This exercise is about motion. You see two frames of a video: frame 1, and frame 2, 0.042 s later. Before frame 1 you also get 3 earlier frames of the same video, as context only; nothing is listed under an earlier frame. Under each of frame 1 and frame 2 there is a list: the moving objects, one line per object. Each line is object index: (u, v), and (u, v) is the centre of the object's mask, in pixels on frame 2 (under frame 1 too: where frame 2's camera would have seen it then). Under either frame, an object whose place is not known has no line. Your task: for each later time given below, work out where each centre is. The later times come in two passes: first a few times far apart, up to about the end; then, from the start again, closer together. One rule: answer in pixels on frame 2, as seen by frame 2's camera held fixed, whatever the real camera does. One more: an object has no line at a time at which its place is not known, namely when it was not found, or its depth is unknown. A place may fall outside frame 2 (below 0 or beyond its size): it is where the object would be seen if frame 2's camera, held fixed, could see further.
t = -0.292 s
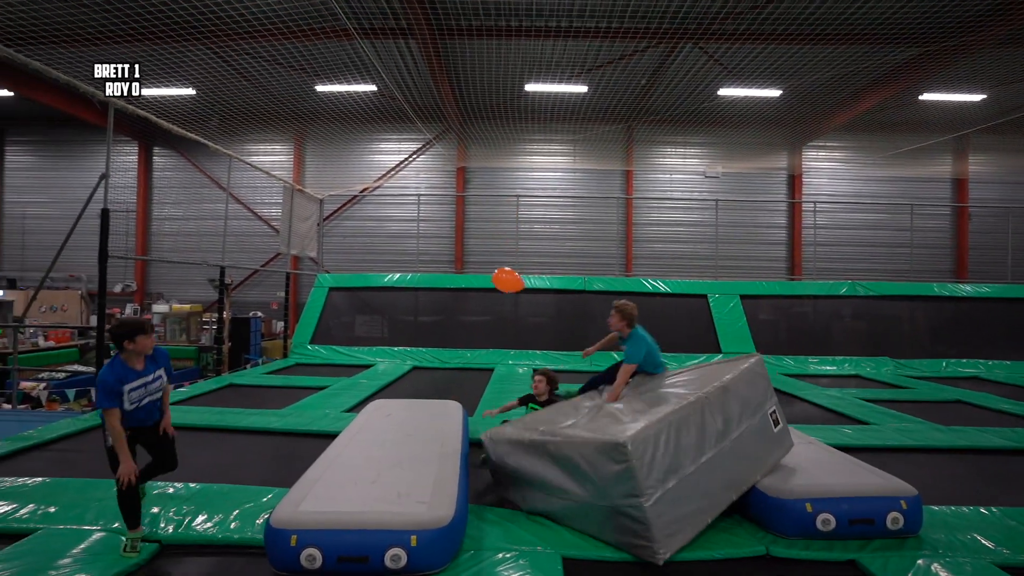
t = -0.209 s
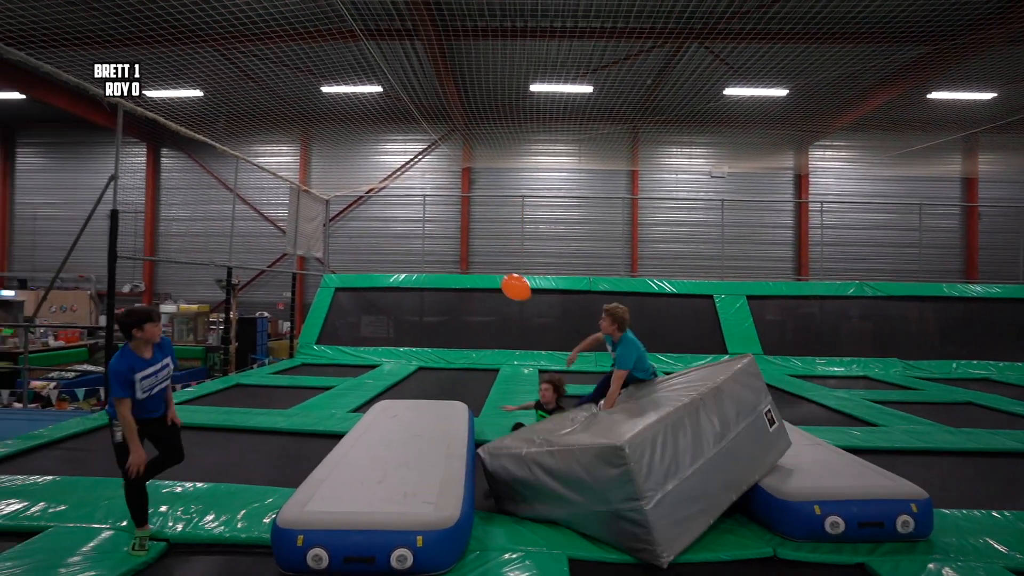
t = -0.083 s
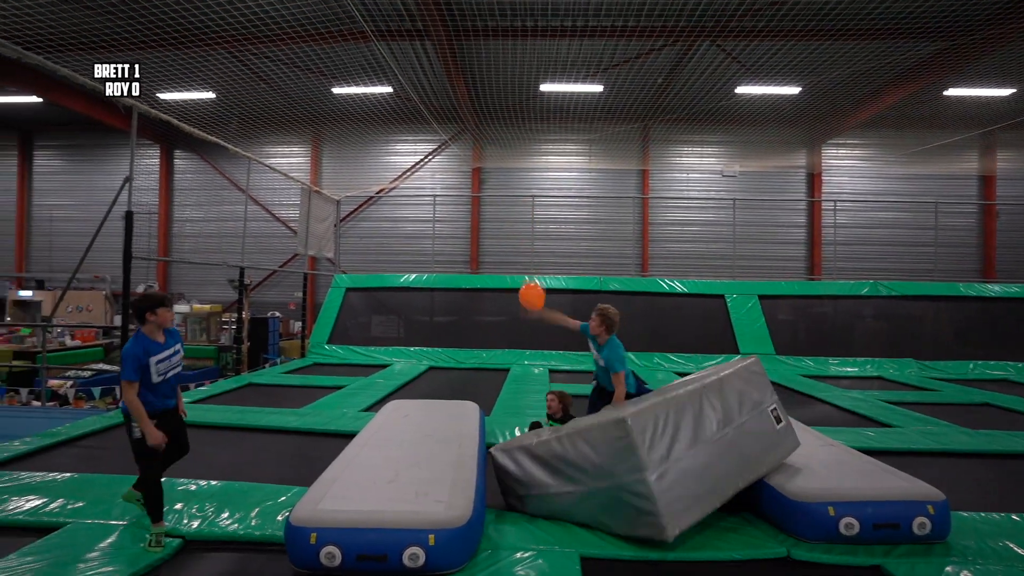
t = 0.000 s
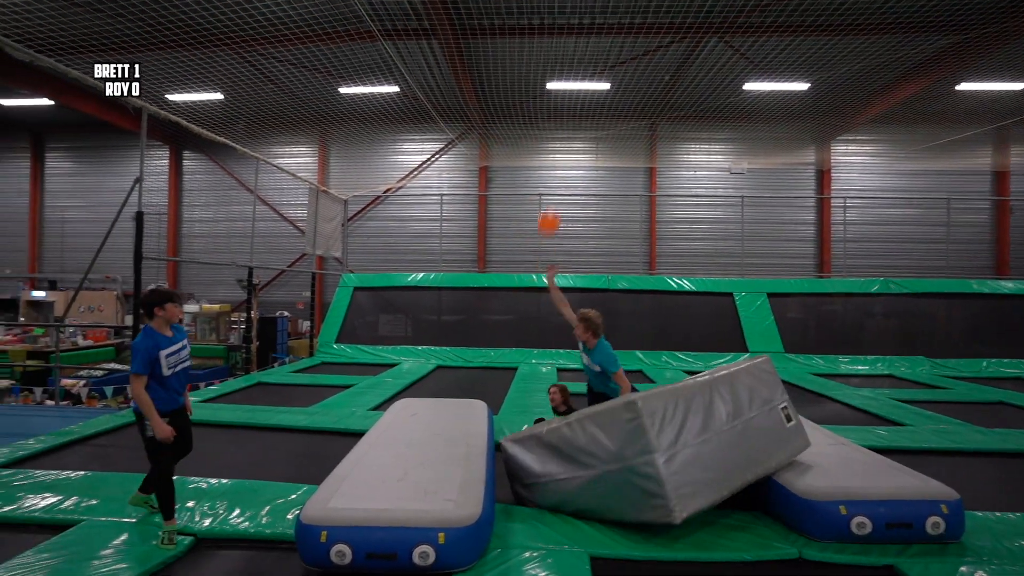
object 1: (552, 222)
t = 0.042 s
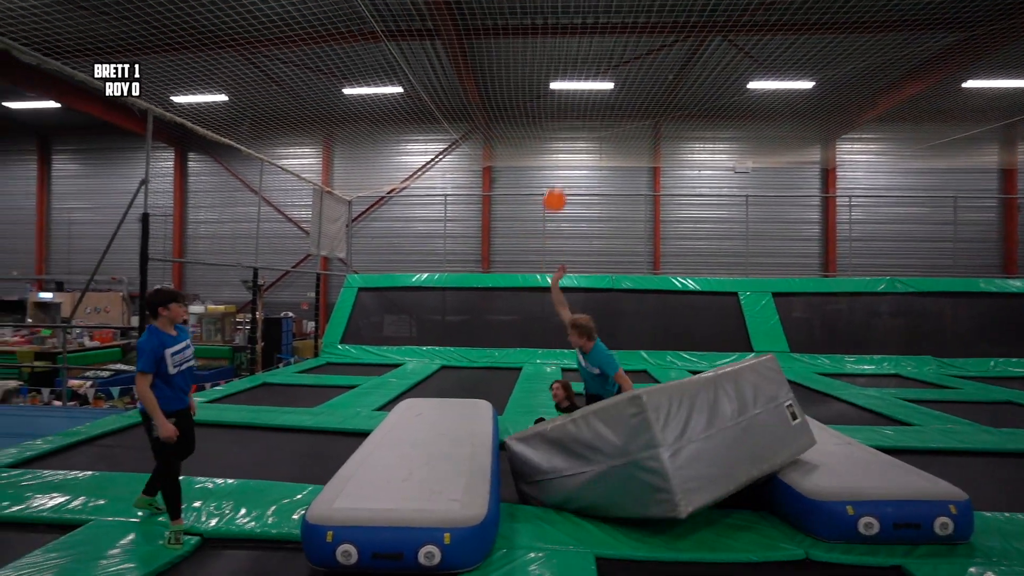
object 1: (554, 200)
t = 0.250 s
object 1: (561, 160)
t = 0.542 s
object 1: (559, 147)
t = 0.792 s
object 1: (561, 138)
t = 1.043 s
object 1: (562, 134)
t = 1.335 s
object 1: (565, 139)
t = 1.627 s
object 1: (571, 155)
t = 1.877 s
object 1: (575, 174)
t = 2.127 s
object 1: (575, 197)
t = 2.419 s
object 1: (571, 223)
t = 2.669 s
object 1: (566, 246)
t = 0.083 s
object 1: (557, 187)
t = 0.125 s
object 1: (559, 177)
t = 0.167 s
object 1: (559, 171)
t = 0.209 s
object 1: (560, 166)
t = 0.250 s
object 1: (561, 160)
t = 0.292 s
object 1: (560, 156)
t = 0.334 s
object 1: (560, 154)
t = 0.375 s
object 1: (560, 152)
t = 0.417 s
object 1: (560, 151)
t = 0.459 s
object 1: (560, 150)
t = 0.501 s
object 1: (560, 148)
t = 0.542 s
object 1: (559, 147)
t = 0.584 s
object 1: (560, 145)
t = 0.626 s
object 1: (560, 144)
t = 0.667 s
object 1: (560, 142)
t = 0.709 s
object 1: (561, 141)
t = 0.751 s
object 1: (561, 139)
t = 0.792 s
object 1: (561, 138)
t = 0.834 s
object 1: (561, 137)
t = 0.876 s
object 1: (561, 136)
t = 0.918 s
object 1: (561, 135)
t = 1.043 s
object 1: (562, 134)
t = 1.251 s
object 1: (564, 136)
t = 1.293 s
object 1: (564, 137)
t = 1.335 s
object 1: (565, 139)
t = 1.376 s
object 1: (566, 140)
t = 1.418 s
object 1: (566, 142)
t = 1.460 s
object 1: (567, 143)
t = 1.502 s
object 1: (568, 146)
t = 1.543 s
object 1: (569, 148)
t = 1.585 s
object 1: (570, 152)
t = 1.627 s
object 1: (571, 155)
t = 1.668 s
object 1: (572, 158)
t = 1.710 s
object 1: (573, 162)
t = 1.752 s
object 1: (574, 165)
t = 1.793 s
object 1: (574, 168)
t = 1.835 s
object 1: (574, 171)
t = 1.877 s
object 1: (575, 174)
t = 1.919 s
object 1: (575, 179)
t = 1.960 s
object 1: (575, 183)
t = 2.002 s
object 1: (575, 187)
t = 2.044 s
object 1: (575, 190)
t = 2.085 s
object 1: (575, 193)
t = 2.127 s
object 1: (575, 197)
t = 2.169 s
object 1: (575, 200)
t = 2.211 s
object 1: (574, 203)
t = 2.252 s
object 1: (574, 208)
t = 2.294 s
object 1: (574, 212)
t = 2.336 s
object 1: (573, 215)
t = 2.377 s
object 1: (572, 219)
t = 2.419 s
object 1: (571, 223)
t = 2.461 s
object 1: (571, 226)
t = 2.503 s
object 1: (570, 229)
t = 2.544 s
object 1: (569, 235)
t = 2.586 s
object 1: (568, 238)
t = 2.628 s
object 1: (567, 242)
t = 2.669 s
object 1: (566, 246)
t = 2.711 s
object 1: (565, 250)
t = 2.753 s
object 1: (564, 254)
